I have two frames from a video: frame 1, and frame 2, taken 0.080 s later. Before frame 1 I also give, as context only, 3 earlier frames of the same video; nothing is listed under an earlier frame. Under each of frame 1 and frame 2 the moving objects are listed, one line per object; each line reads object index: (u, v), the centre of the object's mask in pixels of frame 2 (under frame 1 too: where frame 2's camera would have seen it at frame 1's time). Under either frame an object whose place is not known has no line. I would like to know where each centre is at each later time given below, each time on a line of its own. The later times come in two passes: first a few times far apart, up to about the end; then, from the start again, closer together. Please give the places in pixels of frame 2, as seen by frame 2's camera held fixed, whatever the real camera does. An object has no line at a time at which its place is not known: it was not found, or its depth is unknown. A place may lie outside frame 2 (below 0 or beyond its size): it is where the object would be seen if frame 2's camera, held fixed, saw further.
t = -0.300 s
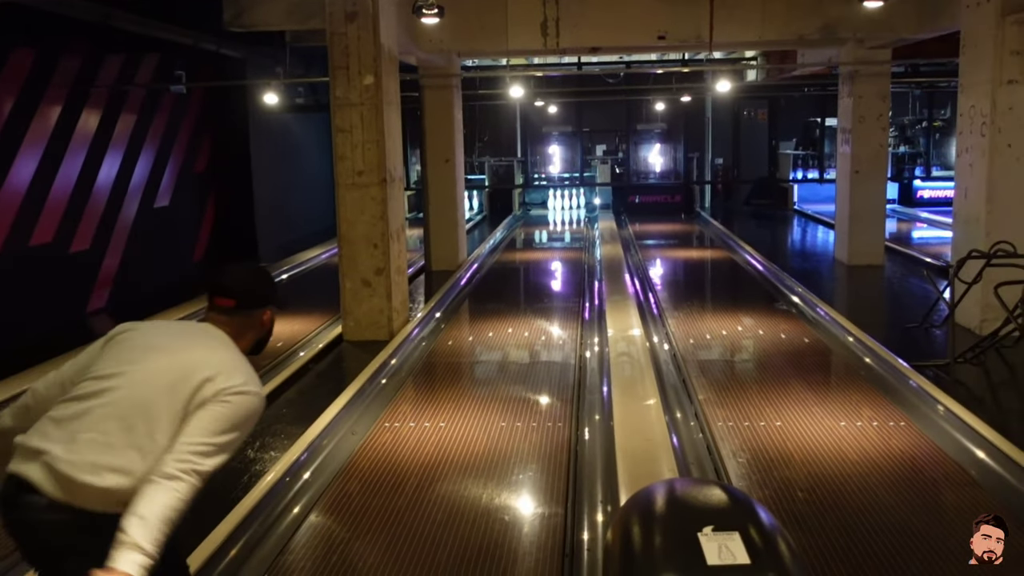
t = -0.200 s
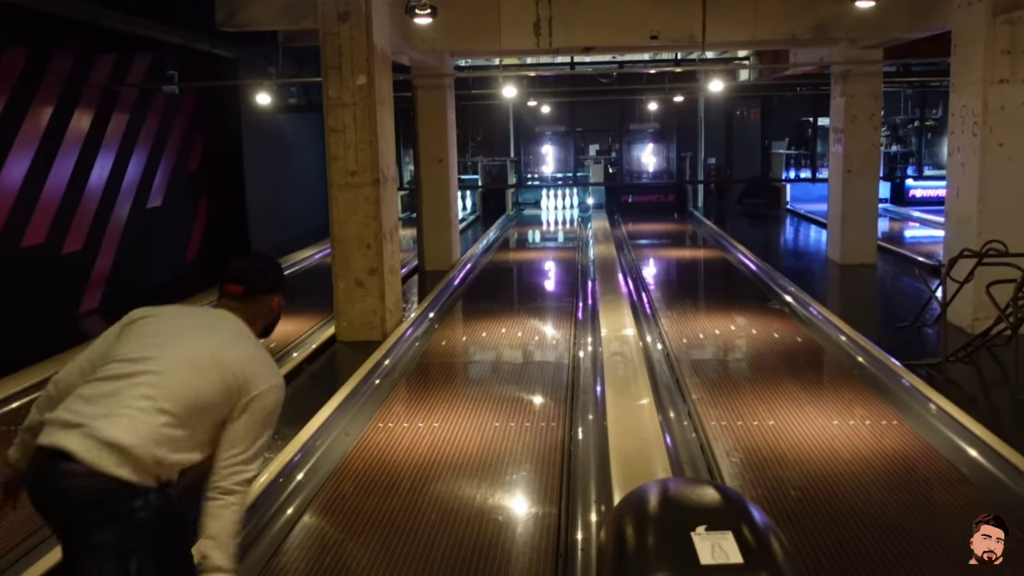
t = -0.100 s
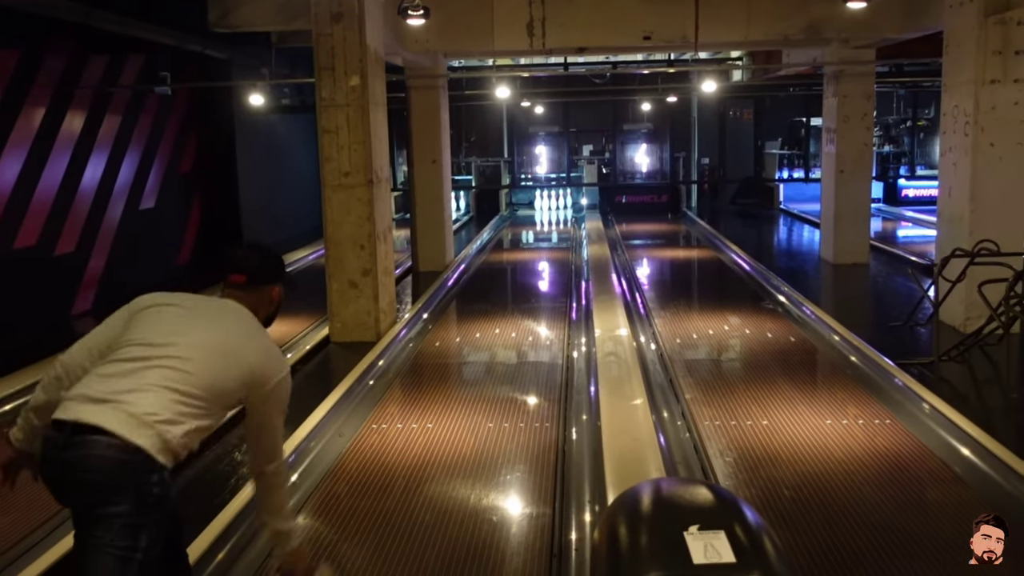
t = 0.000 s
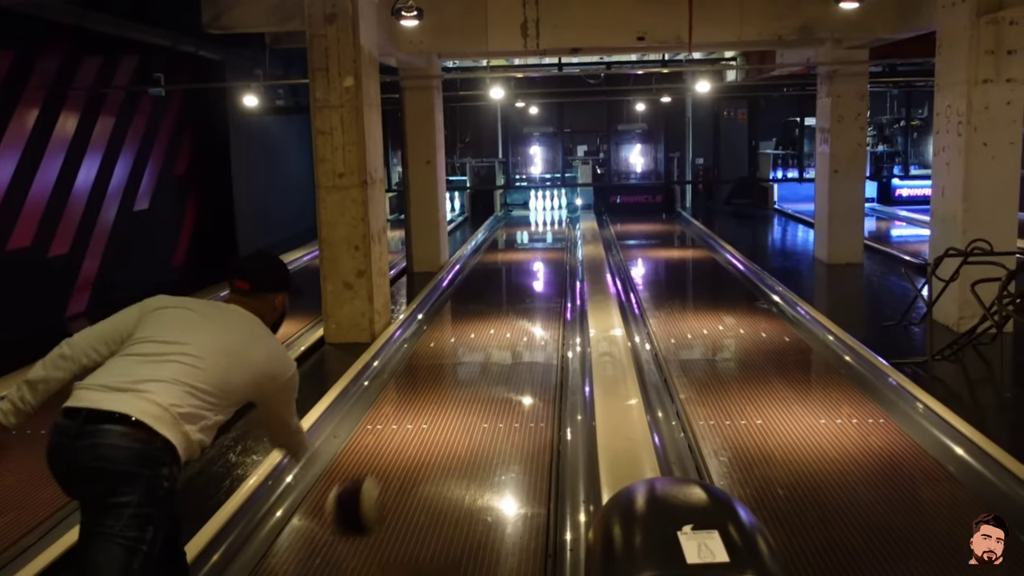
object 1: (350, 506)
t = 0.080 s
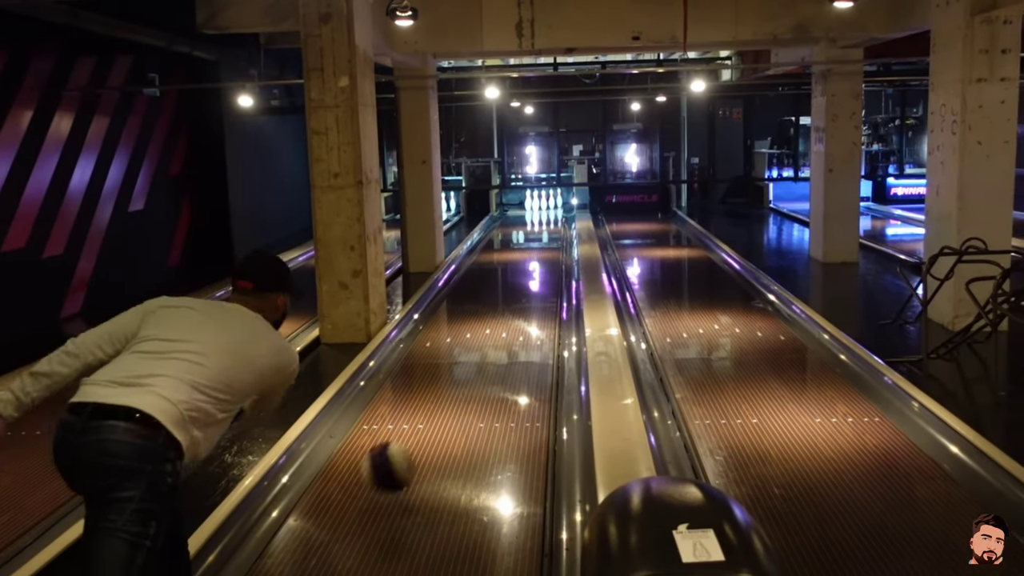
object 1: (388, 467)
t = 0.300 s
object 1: (453, 392)
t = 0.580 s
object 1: (496, 329)
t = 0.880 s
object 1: (523, 287)
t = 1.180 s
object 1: (540, 261)
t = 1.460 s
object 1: (551, 244)
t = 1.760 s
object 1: (559, 231)
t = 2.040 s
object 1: (567, 224)
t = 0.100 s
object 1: (396, 460)
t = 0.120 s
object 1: (404, 456)
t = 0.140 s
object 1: (411, 451)
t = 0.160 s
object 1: (417, 443)
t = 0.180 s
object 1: (424, 433)
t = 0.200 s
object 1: (429, 426)
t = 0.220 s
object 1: (434, 419)
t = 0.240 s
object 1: (439, 411)
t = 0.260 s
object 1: (443, 405)
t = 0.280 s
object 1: (448, 398)
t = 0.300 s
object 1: (453, 392)
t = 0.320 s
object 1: (456, 386)
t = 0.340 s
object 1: (460, 380)
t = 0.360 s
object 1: (464, 375)
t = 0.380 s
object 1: (466, 370)
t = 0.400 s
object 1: (470, 366)
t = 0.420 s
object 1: (473, 361)
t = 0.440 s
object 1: (476, 356)
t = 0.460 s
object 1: (480, 352)
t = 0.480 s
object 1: (483, 347)
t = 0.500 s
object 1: (486, 344)
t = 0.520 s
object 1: (488, 339)
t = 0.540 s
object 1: (491, 335)
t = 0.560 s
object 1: (493, 332)
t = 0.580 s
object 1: (496, 329)
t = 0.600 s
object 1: (498, 325)
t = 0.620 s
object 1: (500, 322)
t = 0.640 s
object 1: (502, 318)
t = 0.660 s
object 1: (504, 315)
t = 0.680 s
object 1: (506, 311)
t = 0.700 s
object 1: (508, 309)
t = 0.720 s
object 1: (510, 307)
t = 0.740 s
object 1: (512, 303)
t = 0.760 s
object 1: (513, 300)
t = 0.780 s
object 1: (515, 299)
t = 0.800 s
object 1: (516, 296)
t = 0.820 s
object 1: (518, 294)
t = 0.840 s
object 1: (519, 292)
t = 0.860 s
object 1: (521, 289)
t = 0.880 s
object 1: (523, 287)
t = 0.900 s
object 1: (524, 285)
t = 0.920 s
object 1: (526, 284)
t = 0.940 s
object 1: (527, 282)
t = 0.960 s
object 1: (528, 280)
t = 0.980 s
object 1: (529, 278)
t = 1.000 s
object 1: (530, 276)
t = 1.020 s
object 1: (532, 274)
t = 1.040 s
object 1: (533, 272)
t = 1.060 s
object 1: (534, 271)
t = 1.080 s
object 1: (535, 269)
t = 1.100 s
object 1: (536, 267)
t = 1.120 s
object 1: (537, 266)
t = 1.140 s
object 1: (538, 264)
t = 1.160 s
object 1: (539, 263)
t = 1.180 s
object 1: (540, 261)
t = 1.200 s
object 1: (541, 260)
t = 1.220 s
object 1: (542, 259)
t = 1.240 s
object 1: (543, 257)
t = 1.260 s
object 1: (543, 256)
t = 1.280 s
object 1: (544, 255)
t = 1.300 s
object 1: (545, 253)
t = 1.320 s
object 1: (547, 252)
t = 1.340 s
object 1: (547, 251)
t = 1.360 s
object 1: (548, 250)
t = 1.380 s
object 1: (549, 248)
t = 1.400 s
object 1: (550, 247)
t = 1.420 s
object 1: (550, 246)
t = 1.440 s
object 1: (550, 244)
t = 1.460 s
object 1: (551, 244)
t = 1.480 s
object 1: (552, 243)
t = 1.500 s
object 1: (551, 242)
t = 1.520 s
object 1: (552, 241)
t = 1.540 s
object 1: (552, 240)
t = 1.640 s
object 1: (556, 236)
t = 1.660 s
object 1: (556, 235)
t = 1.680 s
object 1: (557, 234)
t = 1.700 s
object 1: (558, 233)
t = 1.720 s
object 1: (558, 232)
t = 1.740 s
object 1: (559, 231)
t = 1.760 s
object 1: (559, 231)
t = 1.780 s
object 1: (561, 229)
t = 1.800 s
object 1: (561, 228)
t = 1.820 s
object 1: (561, 228)
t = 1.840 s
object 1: (561, 227)
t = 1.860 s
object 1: (562, 226)
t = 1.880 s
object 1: (562, 226)
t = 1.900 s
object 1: (563, 225)
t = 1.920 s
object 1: (564, 225)
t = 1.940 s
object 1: (564, 225)
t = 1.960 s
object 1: (565, 224)
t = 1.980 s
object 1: (567, 225)
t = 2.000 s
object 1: (568, 224)
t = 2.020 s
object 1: (568, 224)
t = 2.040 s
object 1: (567, 224)
